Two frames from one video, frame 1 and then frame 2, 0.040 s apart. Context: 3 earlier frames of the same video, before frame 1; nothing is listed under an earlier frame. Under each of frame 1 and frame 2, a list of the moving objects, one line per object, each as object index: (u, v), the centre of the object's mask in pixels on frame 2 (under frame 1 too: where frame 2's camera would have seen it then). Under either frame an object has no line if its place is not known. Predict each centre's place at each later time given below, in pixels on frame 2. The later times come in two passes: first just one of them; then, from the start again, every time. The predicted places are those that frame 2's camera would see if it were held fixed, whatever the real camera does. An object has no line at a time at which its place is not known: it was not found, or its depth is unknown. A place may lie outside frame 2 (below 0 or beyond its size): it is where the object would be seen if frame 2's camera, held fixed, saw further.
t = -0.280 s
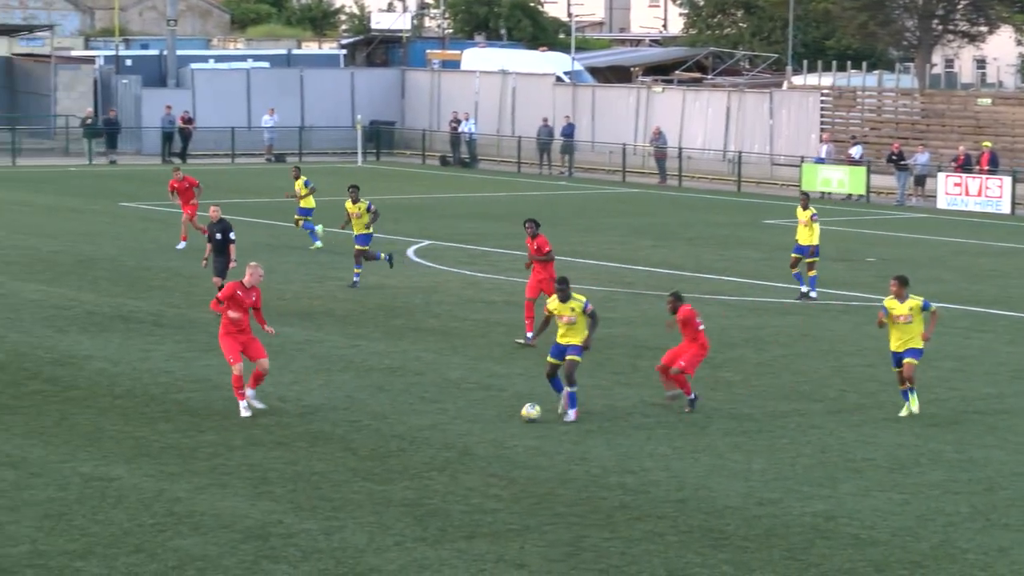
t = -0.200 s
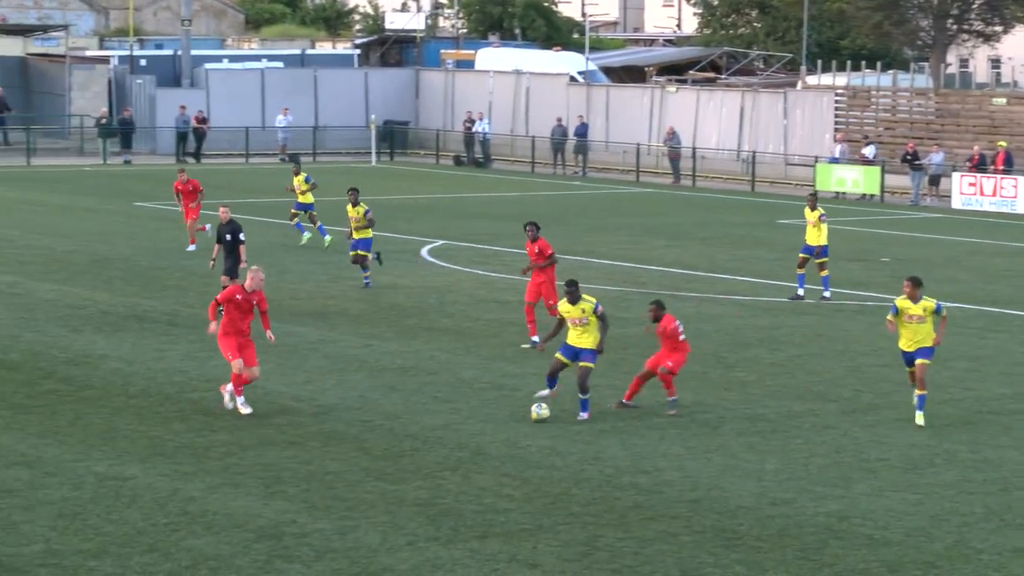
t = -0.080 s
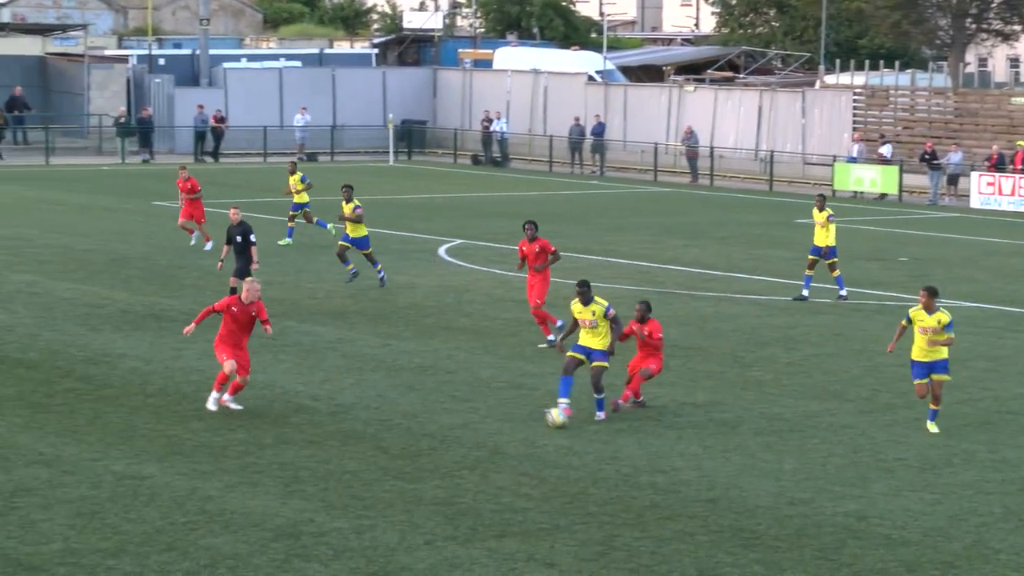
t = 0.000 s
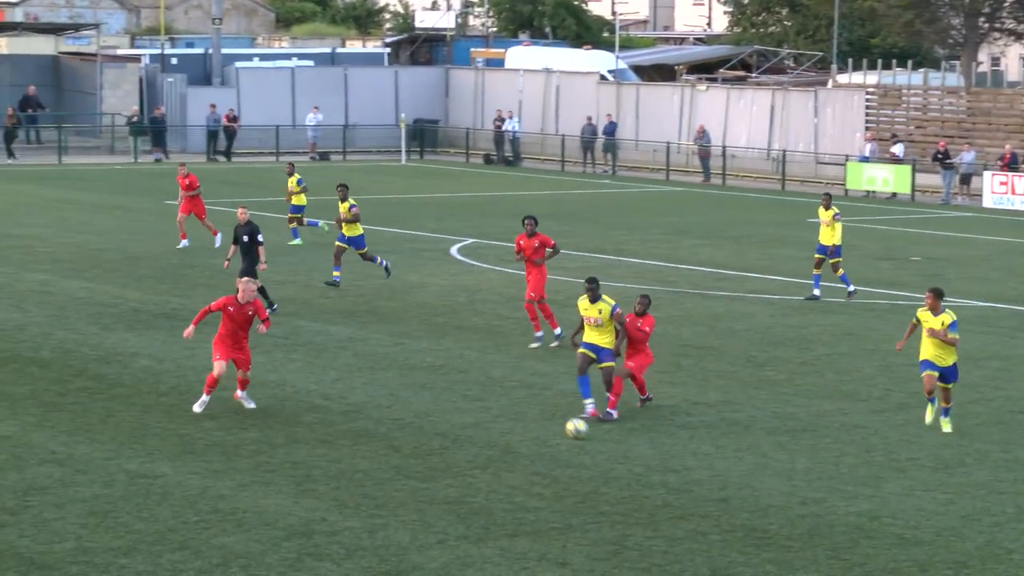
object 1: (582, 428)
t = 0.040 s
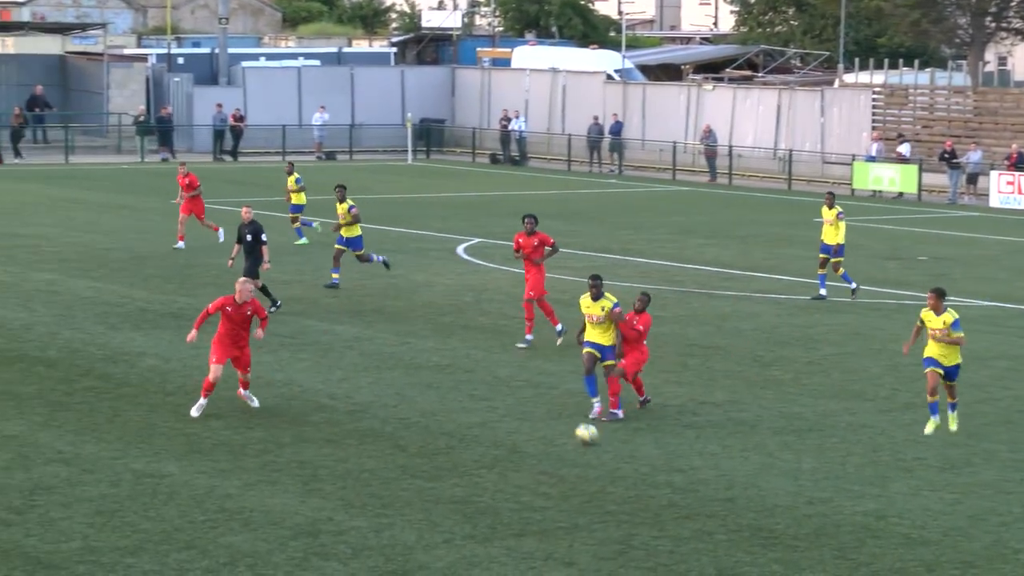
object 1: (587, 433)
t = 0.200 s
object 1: (603, 458)
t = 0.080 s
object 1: (591, 440)
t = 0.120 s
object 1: (595, 446)
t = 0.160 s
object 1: (600, 452)
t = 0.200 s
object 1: (603, 458)
